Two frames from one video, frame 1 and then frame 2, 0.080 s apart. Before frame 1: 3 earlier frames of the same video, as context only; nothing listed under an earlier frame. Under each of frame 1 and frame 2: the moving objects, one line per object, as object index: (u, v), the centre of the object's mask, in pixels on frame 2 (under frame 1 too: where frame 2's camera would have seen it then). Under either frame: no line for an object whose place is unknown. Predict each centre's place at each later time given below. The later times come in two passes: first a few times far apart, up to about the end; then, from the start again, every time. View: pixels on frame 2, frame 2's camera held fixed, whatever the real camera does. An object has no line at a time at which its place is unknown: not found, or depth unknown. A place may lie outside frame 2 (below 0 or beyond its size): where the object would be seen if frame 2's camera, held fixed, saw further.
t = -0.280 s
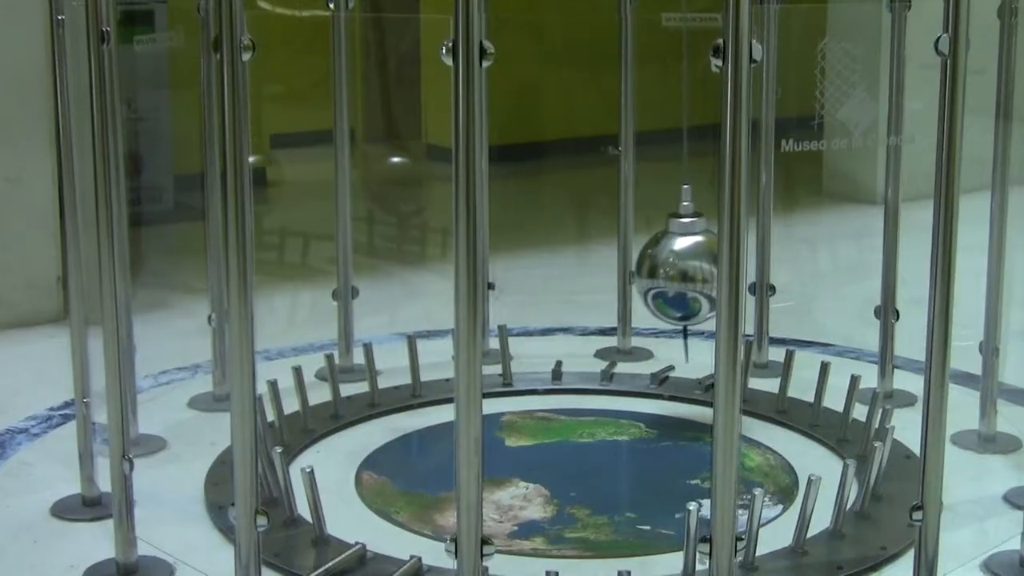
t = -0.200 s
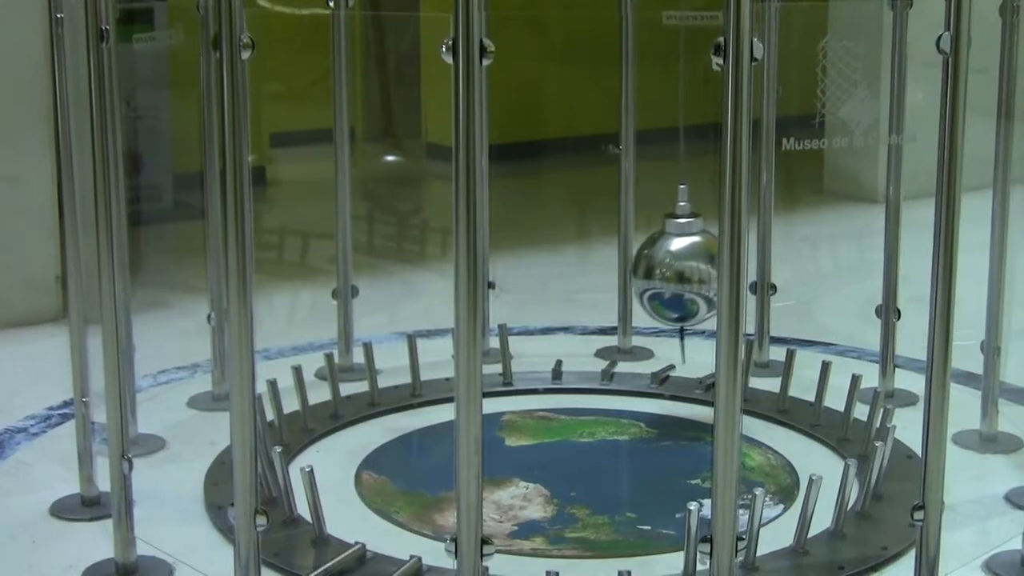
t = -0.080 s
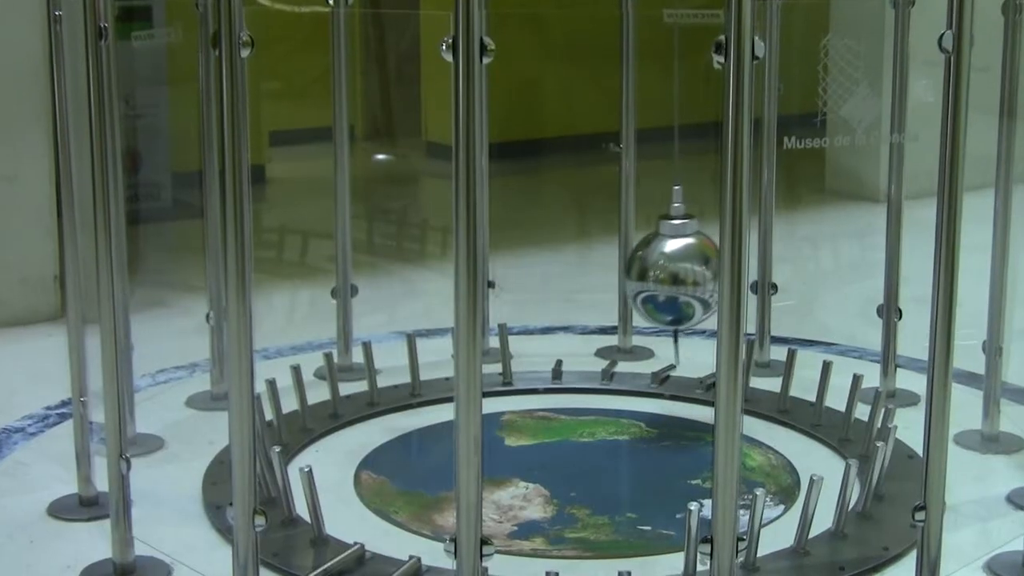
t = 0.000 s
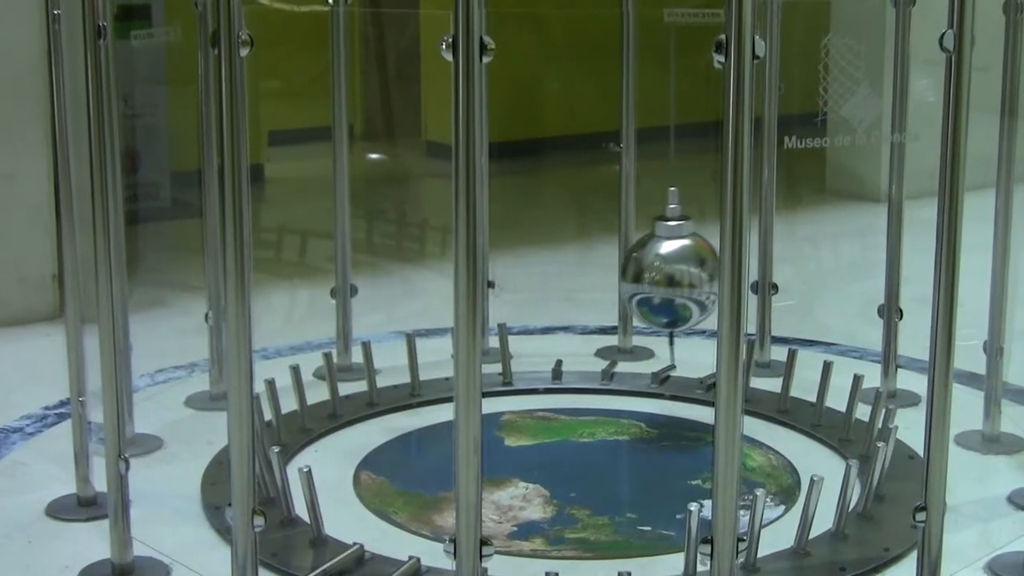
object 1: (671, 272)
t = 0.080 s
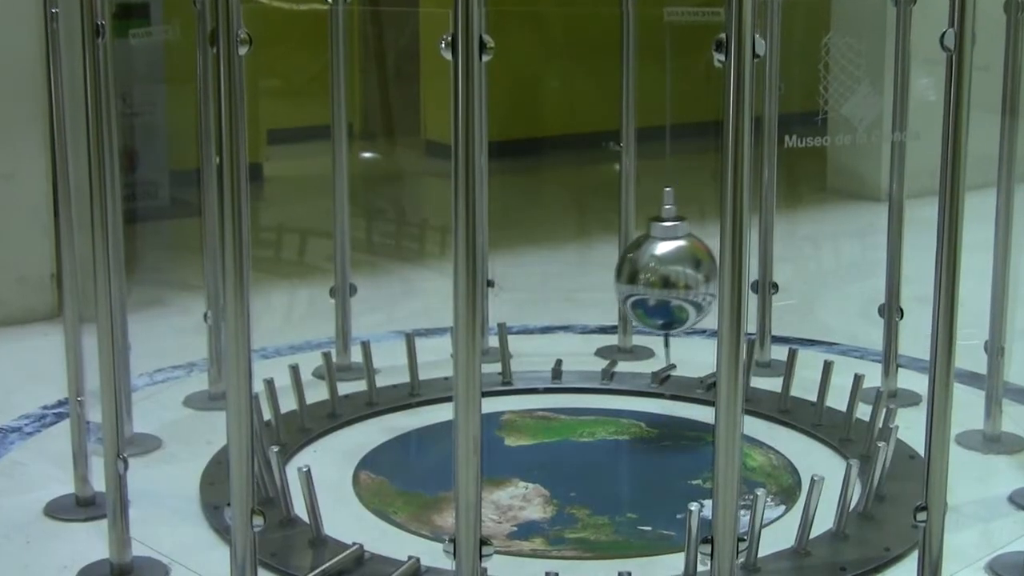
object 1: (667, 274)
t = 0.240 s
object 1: (657, 278)
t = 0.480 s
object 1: (641, 284)
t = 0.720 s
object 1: (623, 290)
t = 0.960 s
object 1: (605, 297)
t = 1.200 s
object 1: (585, 303)
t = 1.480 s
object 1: (561, 311)
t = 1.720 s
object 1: (540, 317)
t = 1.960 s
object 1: (525, 323)
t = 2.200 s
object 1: (513, 326)
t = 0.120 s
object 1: (665, 275)
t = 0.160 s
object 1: (663, 276)
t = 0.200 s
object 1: (660, 277)
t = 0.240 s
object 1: (657, 278)
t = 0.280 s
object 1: (655, 279)
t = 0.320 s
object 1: (652, 280)
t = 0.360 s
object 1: (649, 281)
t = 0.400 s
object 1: (647, 282)
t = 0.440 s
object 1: (644, 283)
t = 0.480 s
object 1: (641, 284)
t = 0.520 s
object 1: (638, 285)
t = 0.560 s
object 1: (635, 286)
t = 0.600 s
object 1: (632, 287)
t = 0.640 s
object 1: (629, 288)
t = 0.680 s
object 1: (626, 290)
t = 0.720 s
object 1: (623, 290)
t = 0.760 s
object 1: (620, 291)
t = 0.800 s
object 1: (617, 293)
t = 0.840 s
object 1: (614, 294)
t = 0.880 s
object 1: (611, 295)
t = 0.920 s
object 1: (608, 296)
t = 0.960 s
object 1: (605, 297)
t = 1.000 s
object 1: (601, 298)
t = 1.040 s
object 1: (598, 299)
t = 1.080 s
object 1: (595, 300)
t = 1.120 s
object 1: (592, 301)
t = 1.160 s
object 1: (588, 302)
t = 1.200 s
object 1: (585, 303)
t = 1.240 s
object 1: (582, 305)
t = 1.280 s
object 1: (578, 305)
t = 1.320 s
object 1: (575, 306)
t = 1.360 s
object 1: (572, 308)
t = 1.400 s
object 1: (568, 309)
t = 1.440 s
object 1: (564, 310)
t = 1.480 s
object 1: (561, 311)
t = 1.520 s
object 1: (558, 312)
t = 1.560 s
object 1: (554, 313)
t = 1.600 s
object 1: (551, 314)
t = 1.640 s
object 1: (547, 315)
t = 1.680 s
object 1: (543, 316)
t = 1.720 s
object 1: (540, 317)
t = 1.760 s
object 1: (537, 318)
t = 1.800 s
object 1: (534, 319)
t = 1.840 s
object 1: (531, 320)
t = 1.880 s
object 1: (529, 321)
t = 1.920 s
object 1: (527, 322)
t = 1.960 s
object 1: (525, 323)
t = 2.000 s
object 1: (523, 324)
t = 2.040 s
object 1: (521, 325)
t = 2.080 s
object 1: (519, 325)
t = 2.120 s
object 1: (517, 325)
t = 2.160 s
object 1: (515, 325)
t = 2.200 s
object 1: (513, 326)
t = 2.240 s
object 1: (512, 326)
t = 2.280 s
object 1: (498, 330)
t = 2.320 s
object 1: (493, 331)
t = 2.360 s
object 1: (488, 333)
